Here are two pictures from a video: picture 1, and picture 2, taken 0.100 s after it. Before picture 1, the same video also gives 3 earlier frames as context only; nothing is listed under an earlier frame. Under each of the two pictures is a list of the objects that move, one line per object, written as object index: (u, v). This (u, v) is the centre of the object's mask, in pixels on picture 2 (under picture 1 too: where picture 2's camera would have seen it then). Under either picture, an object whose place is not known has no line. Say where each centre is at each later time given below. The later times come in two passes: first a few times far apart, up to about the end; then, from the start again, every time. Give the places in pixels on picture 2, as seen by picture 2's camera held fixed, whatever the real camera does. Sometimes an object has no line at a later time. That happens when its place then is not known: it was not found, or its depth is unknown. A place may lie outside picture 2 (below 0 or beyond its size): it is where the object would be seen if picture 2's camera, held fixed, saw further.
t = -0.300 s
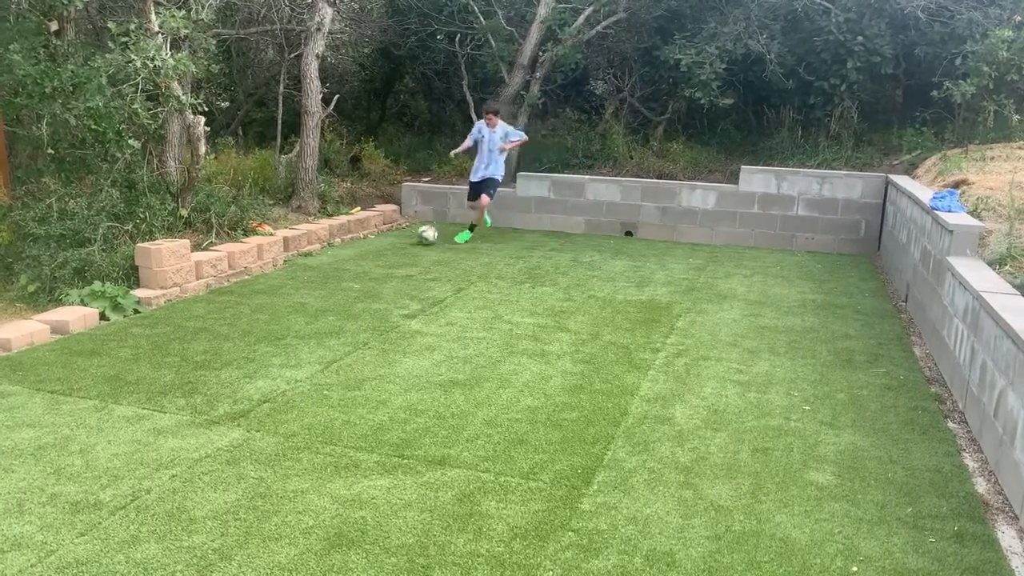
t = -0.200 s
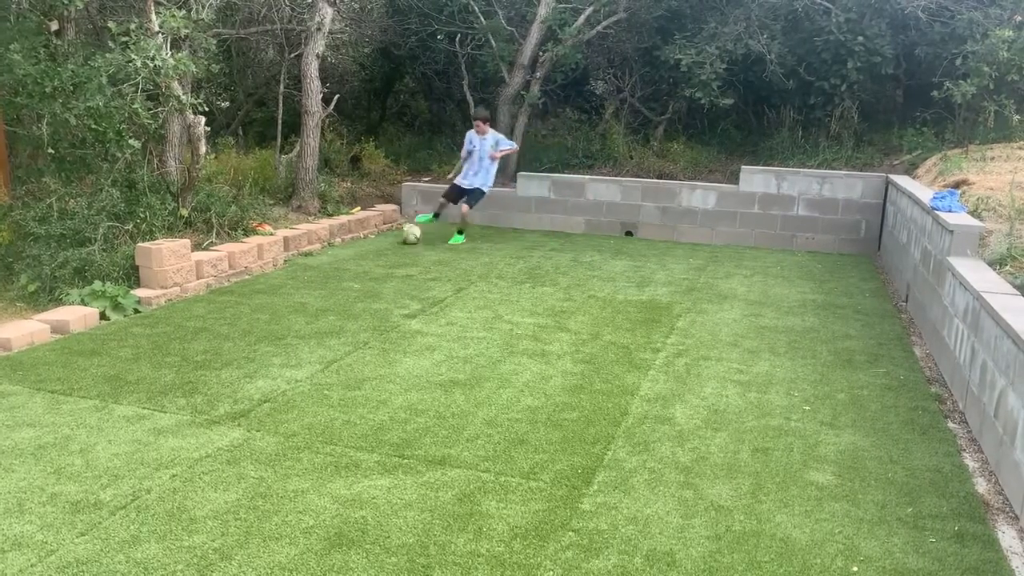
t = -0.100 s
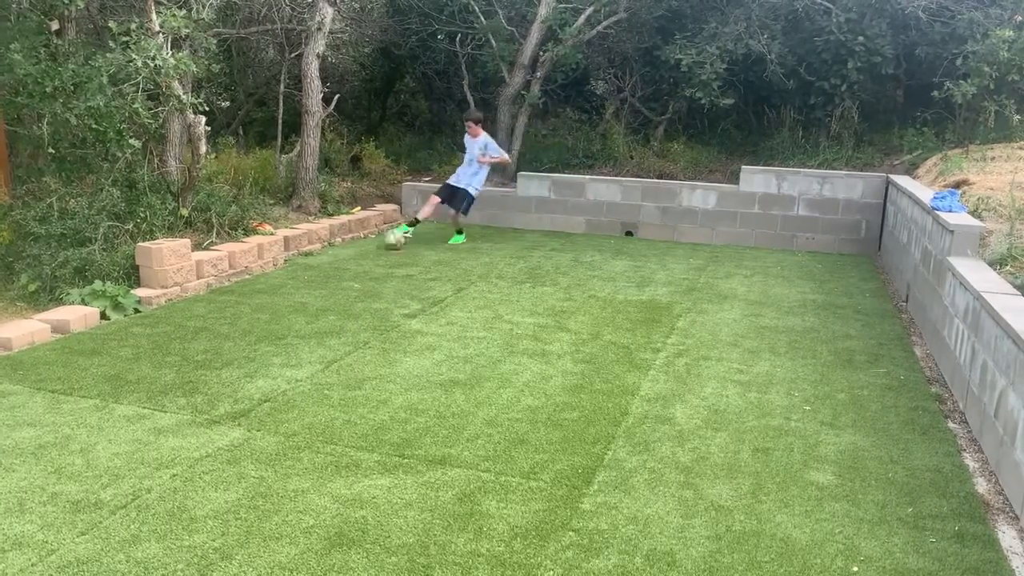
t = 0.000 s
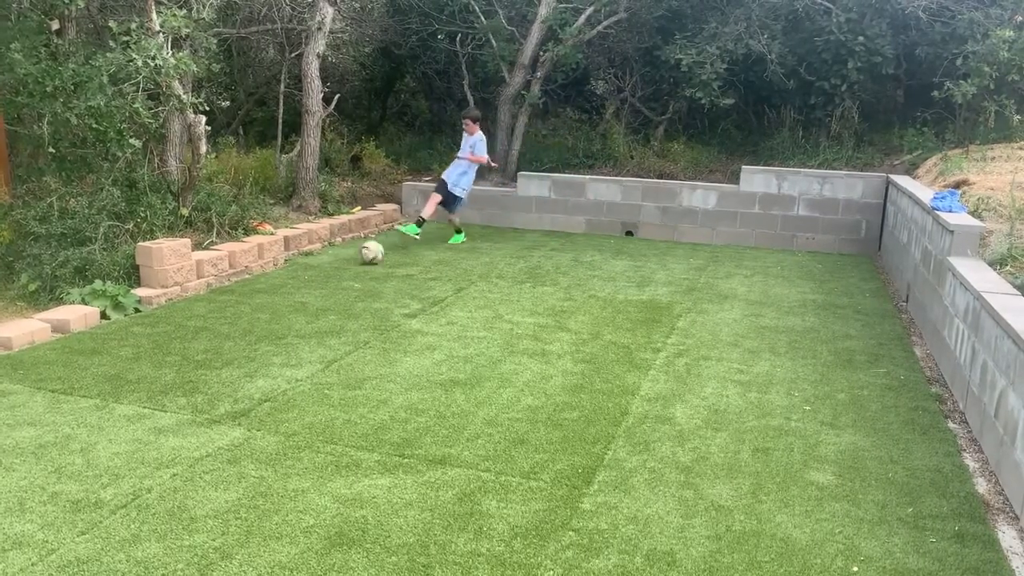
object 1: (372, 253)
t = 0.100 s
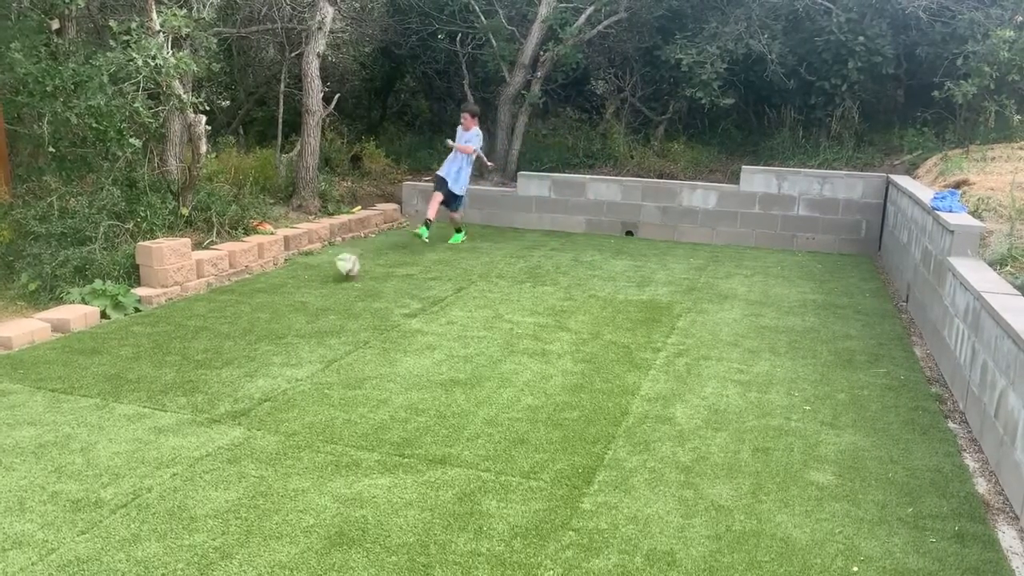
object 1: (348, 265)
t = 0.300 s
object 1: (283, 308)
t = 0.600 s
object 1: (156, 407)
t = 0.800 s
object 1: (16, 509)
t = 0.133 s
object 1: (337, 272)
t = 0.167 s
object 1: (326, 282)
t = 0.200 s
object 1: (316, 291)
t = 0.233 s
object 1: (305, 295)
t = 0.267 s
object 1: (295, 301)
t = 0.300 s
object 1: (283, 308)
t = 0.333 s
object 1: (271, 320)
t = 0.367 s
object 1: (259, 330)
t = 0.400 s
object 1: (245, 337)
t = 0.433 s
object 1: (233, 346)
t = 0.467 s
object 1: (218, 359)
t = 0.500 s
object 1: (205, 372)
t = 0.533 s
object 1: (190, 382)
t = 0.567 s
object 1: (173, 394)
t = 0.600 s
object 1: (156, 407)
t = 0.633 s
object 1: (135, 418)
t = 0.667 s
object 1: (114, 435)
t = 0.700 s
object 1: (91, 453)
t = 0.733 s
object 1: (64, 469)
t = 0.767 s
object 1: (34, 487)
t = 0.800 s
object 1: (16, 509)
